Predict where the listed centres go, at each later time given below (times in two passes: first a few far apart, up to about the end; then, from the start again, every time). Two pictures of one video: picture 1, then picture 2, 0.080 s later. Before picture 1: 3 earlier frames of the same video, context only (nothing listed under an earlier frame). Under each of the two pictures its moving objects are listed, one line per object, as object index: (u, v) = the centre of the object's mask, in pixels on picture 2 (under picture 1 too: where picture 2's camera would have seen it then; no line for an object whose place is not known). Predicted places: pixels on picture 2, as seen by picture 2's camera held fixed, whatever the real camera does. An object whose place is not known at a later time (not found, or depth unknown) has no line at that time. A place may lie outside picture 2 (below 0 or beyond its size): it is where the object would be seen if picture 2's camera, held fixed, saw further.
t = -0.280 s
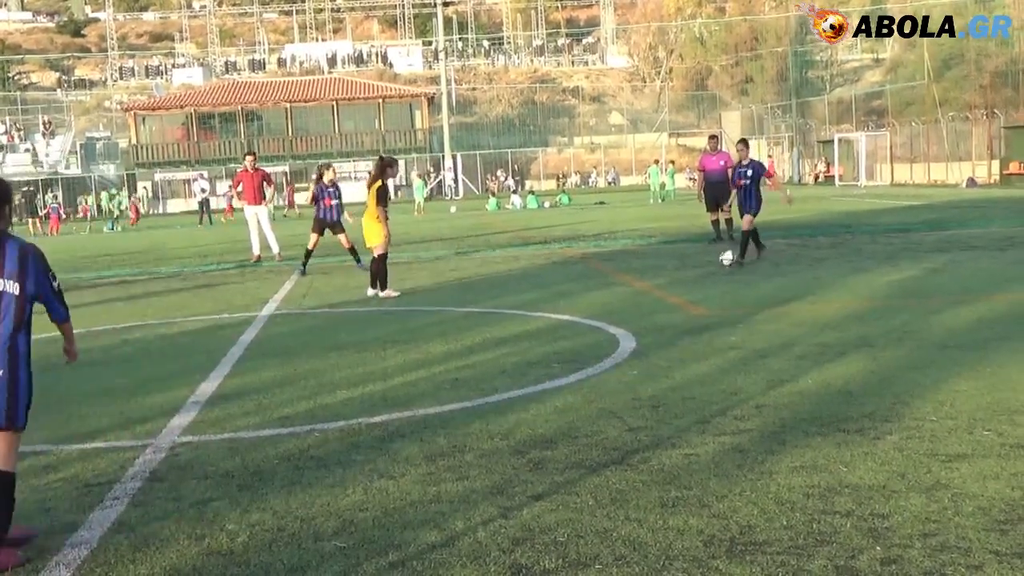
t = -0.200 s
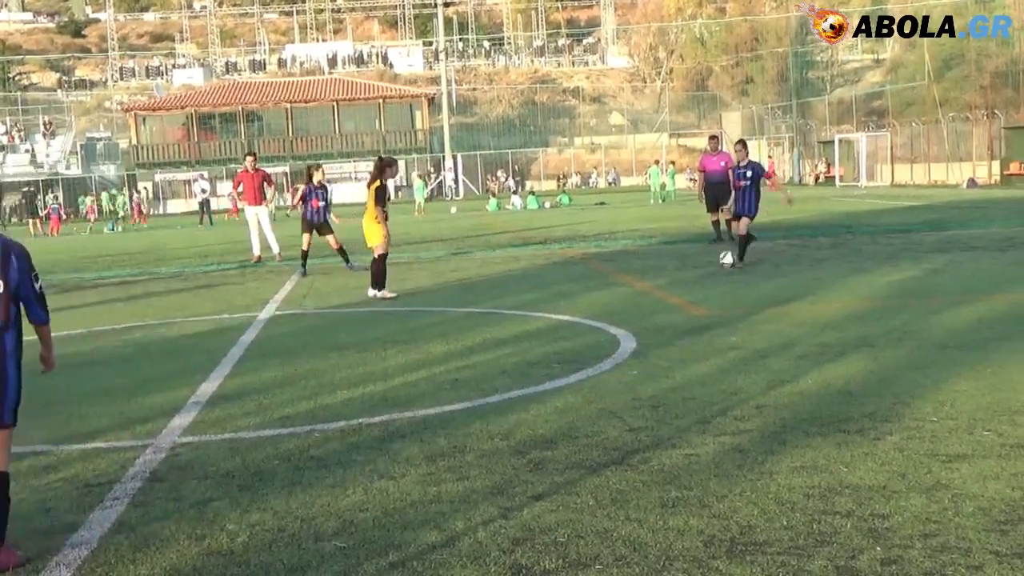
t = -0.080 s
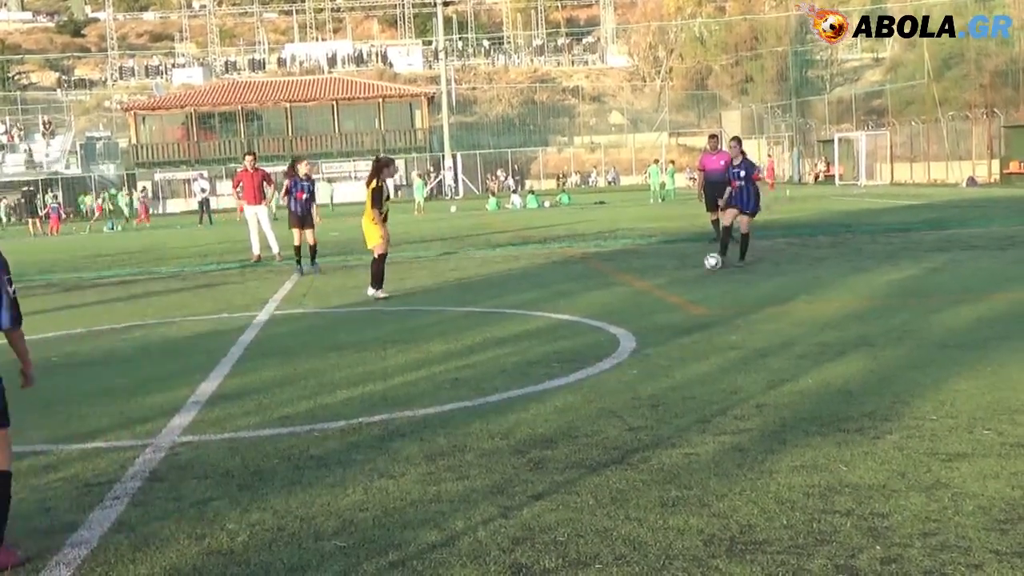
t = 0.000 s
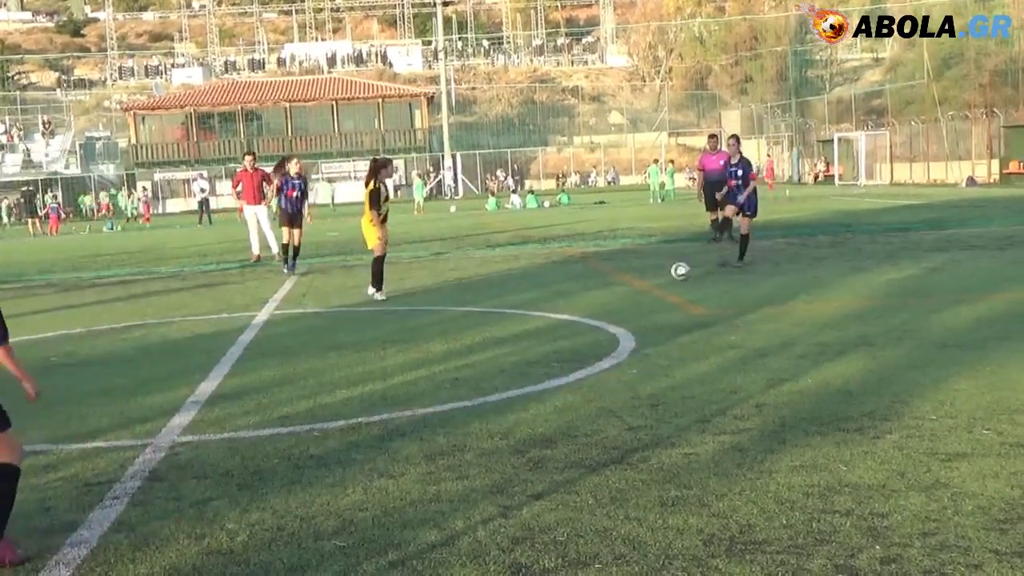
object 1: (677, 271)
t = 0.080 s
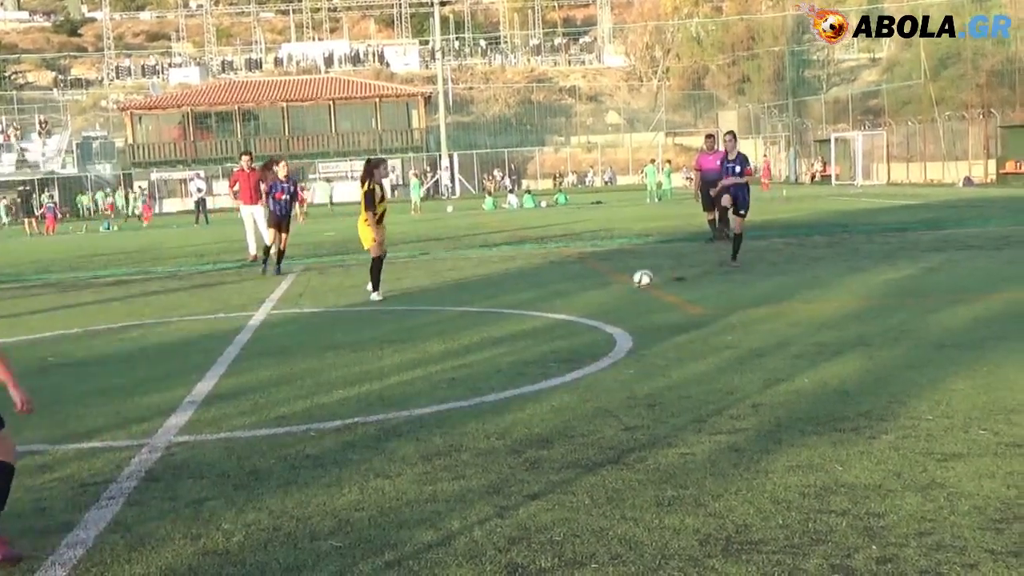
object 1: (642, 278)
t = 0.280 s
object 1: (548, 306)
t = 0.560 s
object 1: (400, 346)
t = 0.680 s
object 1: (326, 371)
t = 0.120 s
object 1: (625, 286)
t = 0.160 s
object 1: (606, 290)
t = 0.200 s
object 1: (587, 295)
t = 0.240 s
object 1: (566, 301)
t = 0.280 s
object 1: (548, 306)
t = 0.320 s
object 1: (528, 311)
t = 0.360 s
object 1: (508, 317)
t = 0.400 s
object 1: (486, 326)
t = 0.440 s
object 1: (466, 326)
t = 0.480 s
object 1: (445, 330)
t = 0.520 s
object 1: (423, 337)
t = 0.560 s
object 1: (400, 346)
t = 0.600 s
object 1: (376, 357)
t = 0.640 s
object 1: (351, 367)
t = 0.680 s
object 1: (326, 371)
